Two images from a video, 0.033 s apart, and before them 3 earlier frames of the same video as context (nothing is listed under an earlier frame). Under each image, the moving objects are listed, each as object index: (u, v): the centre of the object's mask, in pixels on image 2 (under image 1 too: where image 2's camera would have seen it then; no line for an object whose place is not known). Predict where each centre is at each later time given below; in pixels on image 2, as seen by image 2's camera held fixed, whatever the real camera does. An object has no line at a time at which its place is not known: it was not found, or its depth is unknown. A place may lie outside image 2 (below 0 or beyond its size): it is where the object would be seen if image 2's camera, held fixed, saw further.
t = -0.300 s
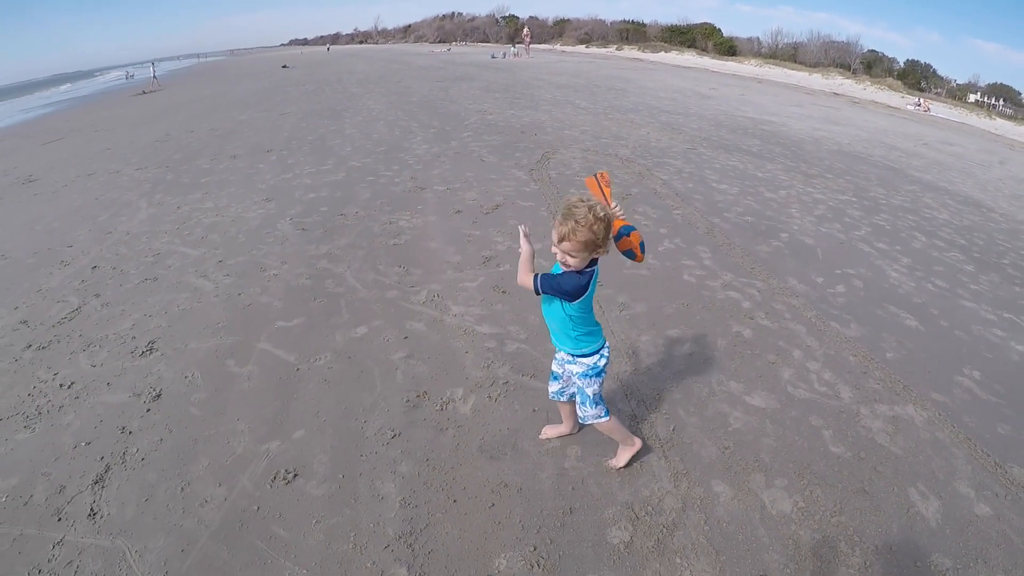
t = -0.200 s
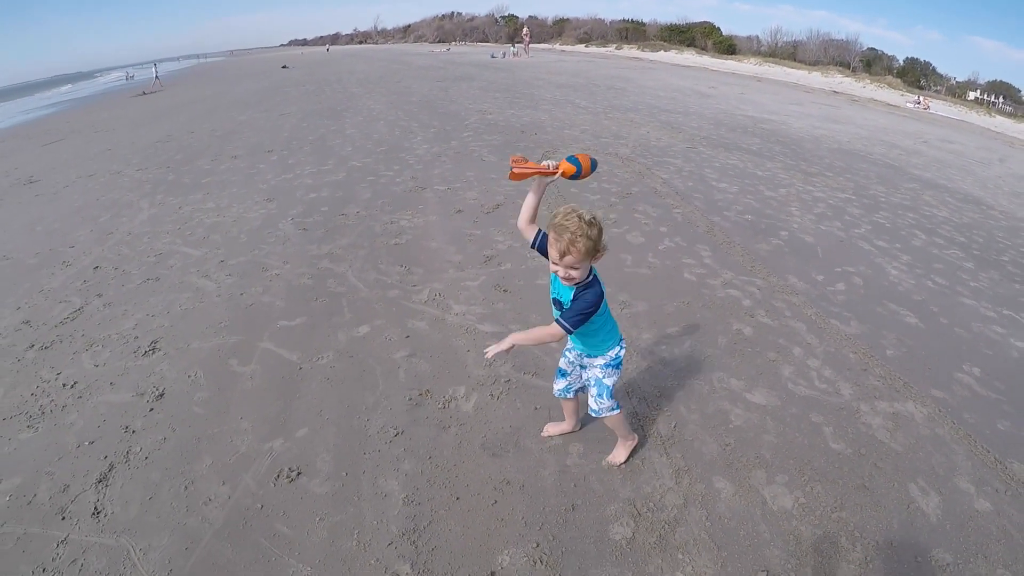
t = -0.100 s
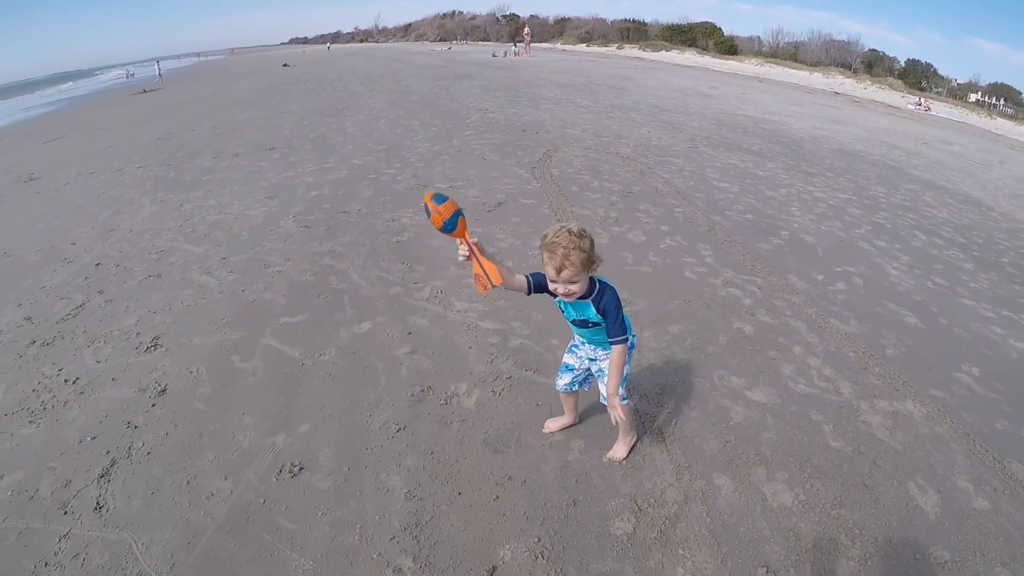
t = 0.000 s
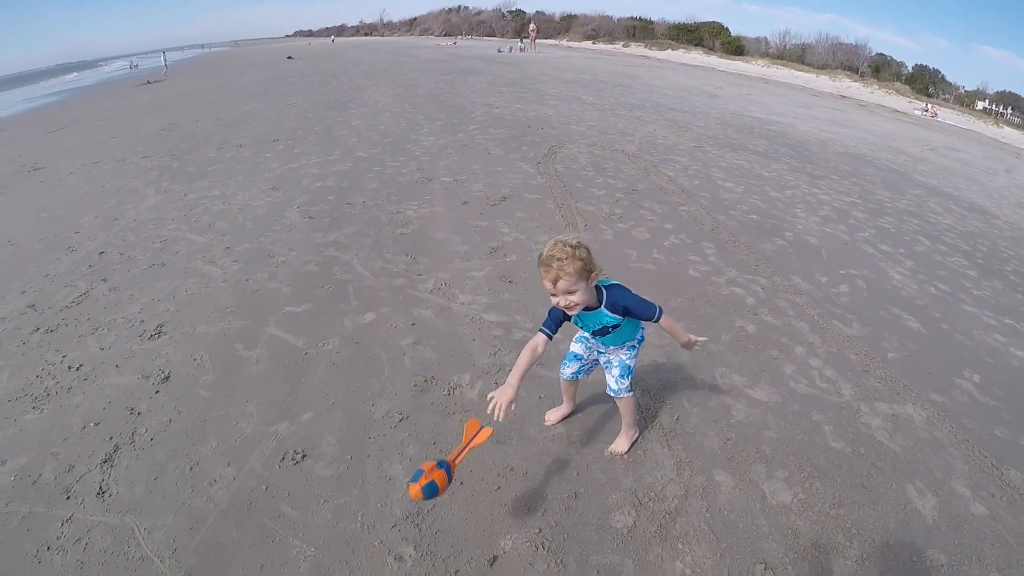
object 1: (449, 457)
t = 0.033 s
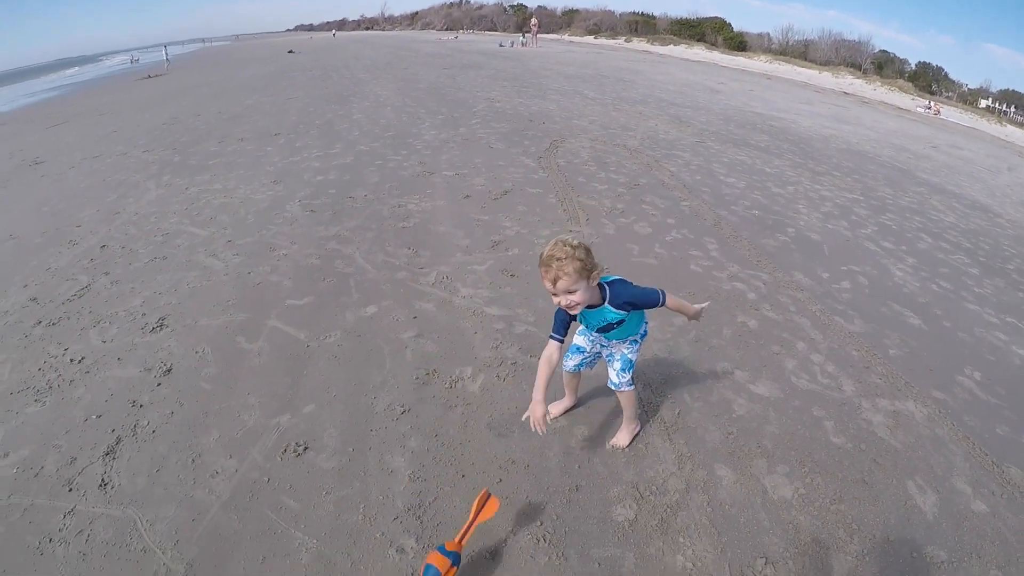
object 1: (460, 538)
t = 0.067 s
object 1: (490, 560)
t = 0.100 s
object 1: (502, 564)
